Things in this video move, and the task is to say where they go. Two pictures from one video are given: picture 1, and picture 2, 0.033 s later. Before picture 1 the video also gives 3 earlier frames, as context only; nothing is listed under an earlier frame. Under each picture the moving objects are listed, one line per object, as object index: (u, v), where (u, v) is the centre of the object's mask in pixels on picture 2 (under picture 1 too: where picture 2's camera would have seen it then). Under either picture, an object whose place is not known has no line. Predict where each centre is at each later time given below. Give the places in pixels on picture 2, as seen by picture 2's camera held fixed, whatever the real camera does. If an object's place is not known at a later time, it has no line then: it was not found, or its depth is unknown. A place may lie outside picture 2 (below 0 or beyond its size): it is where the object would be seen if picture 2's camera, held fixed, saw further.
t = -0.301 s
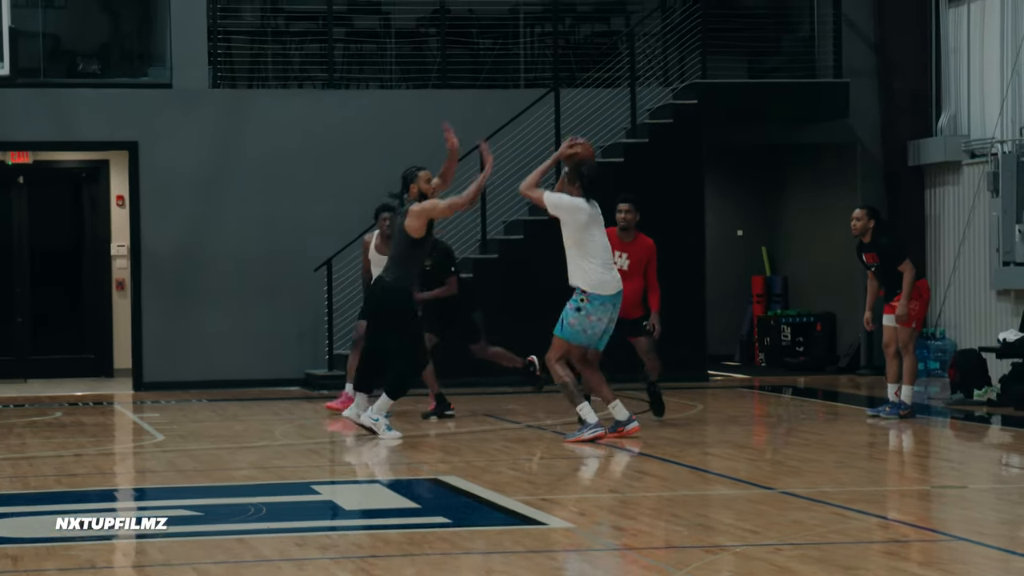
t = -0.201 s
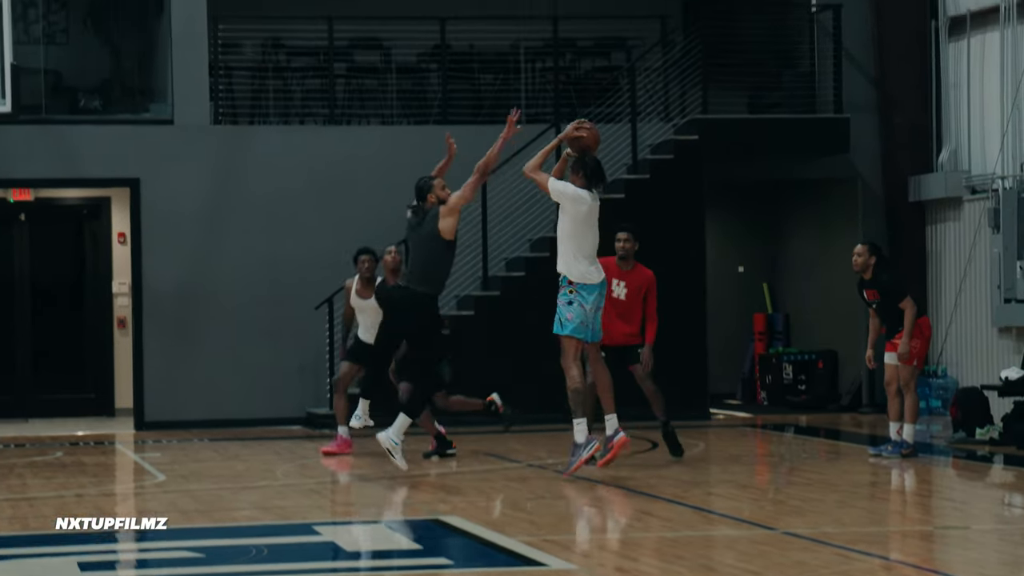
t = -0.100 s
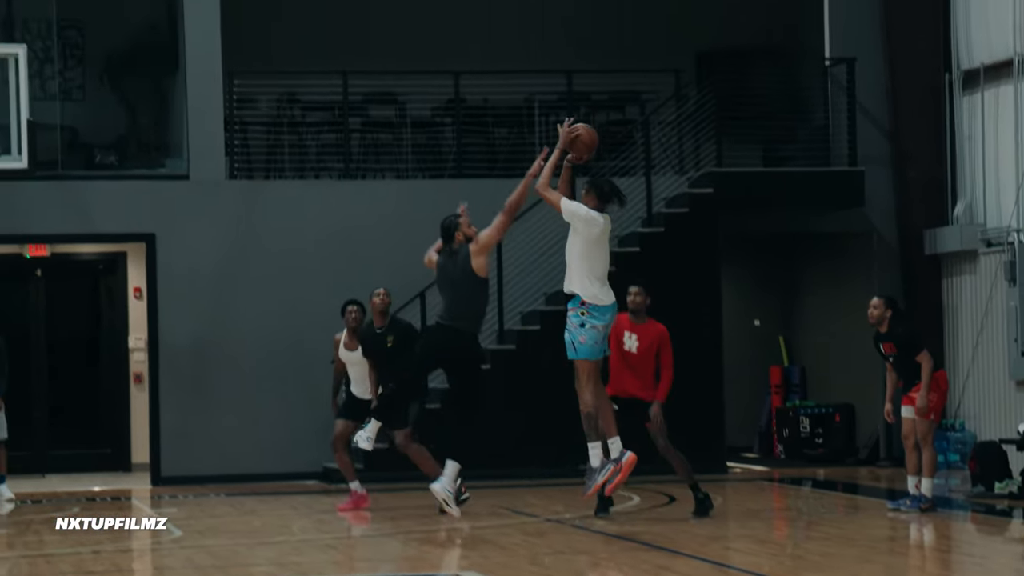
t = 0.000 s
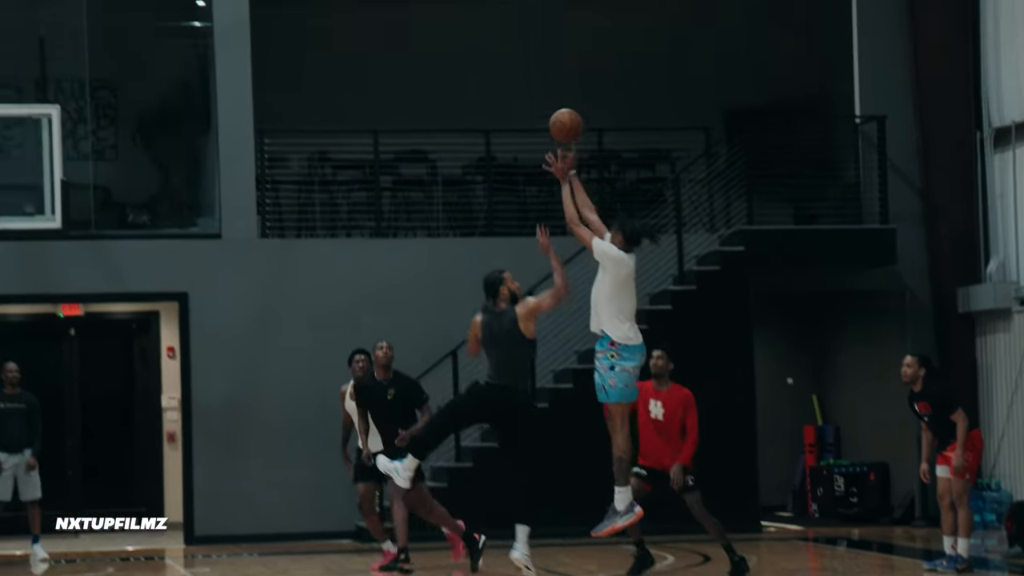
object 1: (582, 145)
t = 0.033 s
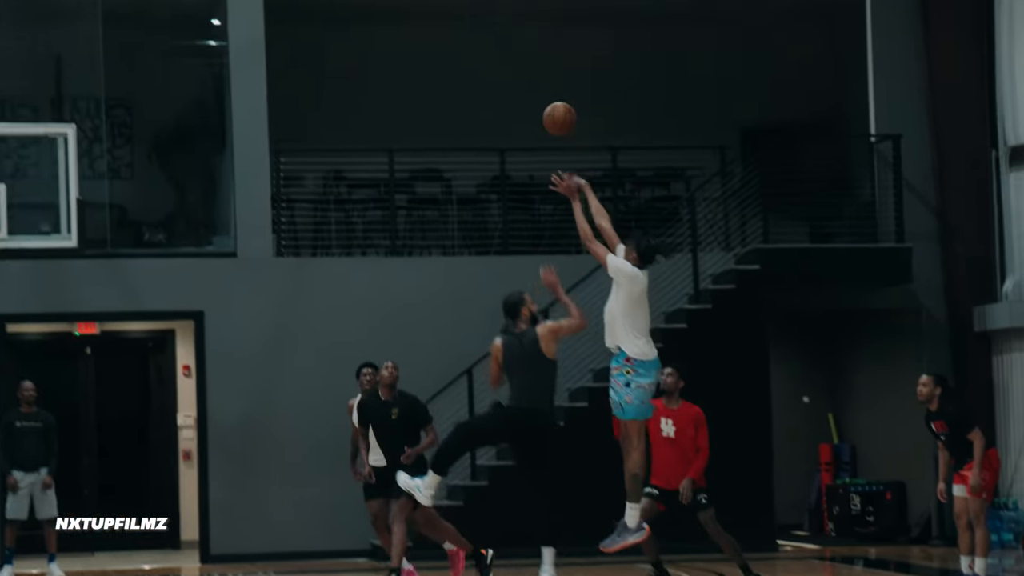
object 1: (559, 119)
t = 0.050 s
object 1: (549, 107)
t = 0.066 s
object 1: (538, 95)
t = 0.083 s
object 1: (527, 84)
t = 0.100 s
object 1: (517, 74)
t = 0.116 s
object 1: (507, 64)
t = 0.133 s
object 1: (498, 54)
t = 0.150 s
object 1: (487, 46)
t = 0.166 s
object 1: (477, 37)
